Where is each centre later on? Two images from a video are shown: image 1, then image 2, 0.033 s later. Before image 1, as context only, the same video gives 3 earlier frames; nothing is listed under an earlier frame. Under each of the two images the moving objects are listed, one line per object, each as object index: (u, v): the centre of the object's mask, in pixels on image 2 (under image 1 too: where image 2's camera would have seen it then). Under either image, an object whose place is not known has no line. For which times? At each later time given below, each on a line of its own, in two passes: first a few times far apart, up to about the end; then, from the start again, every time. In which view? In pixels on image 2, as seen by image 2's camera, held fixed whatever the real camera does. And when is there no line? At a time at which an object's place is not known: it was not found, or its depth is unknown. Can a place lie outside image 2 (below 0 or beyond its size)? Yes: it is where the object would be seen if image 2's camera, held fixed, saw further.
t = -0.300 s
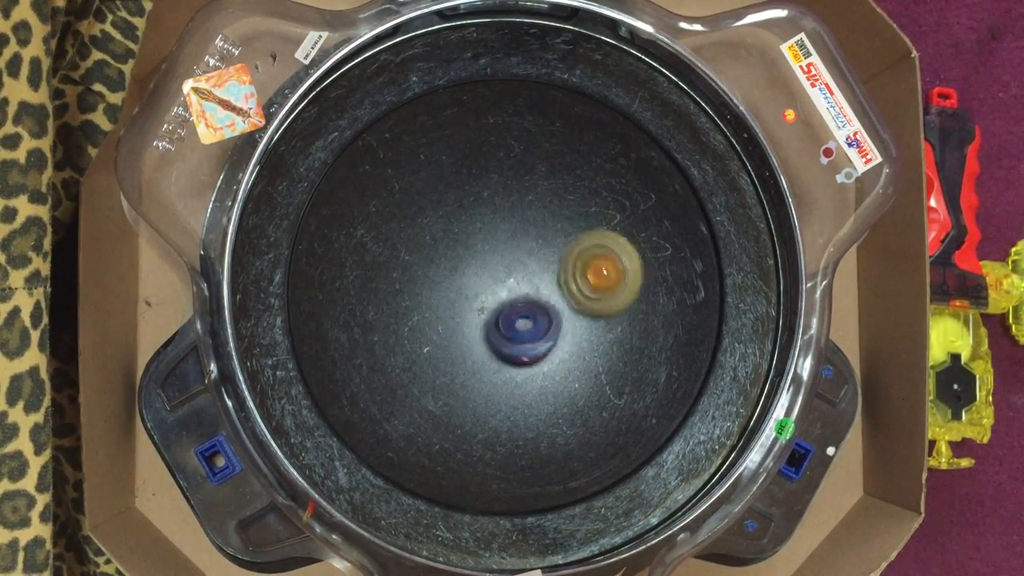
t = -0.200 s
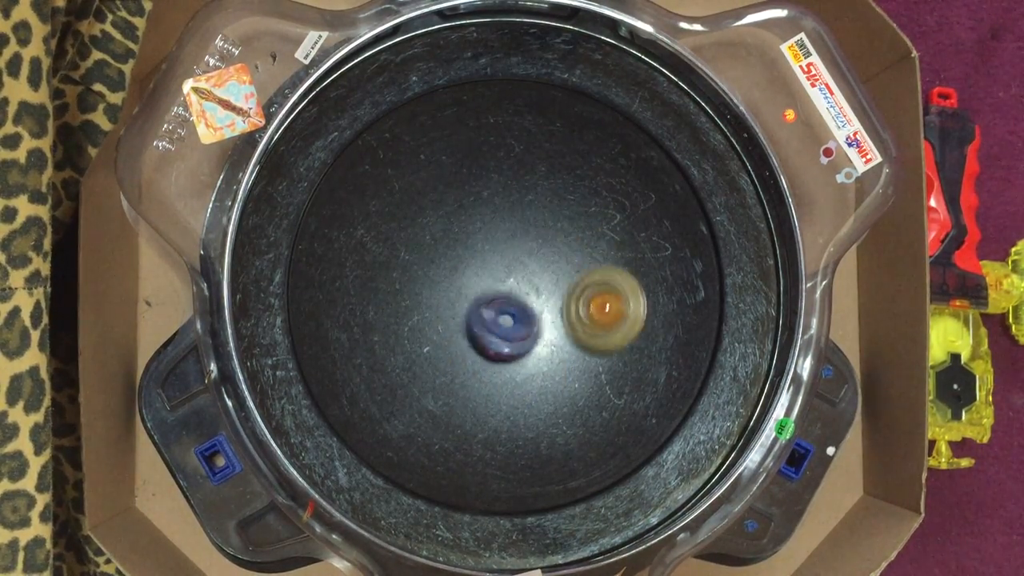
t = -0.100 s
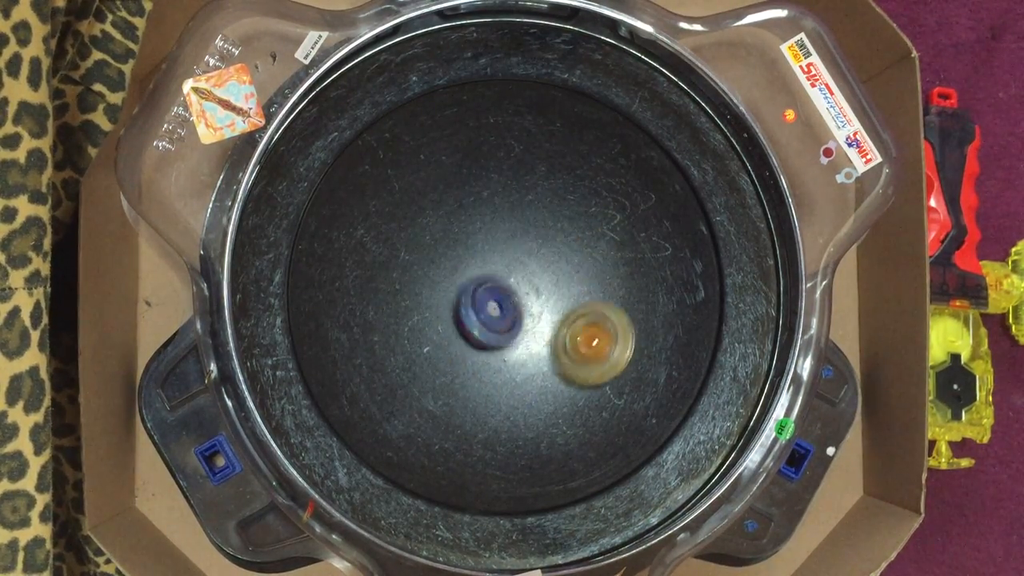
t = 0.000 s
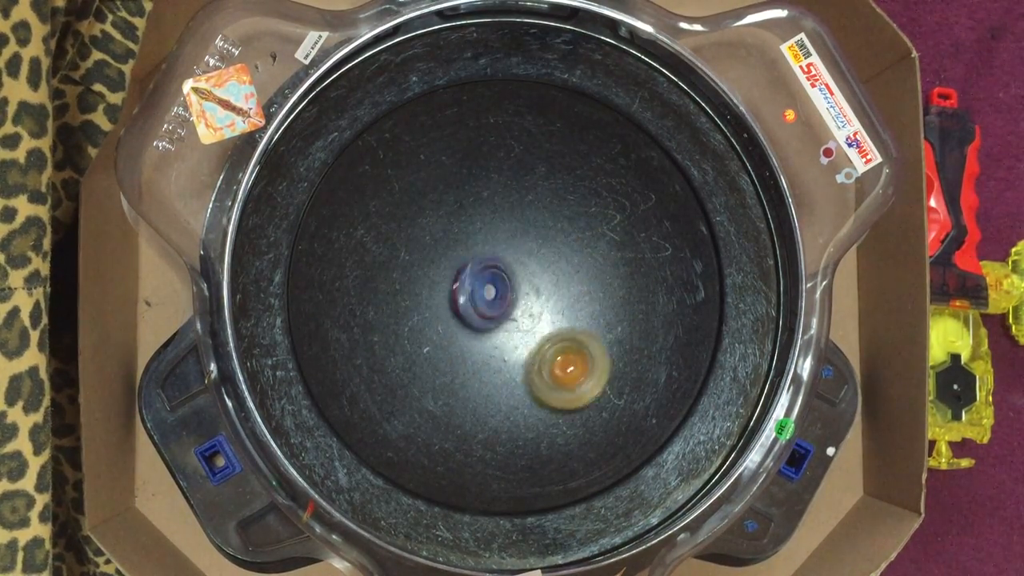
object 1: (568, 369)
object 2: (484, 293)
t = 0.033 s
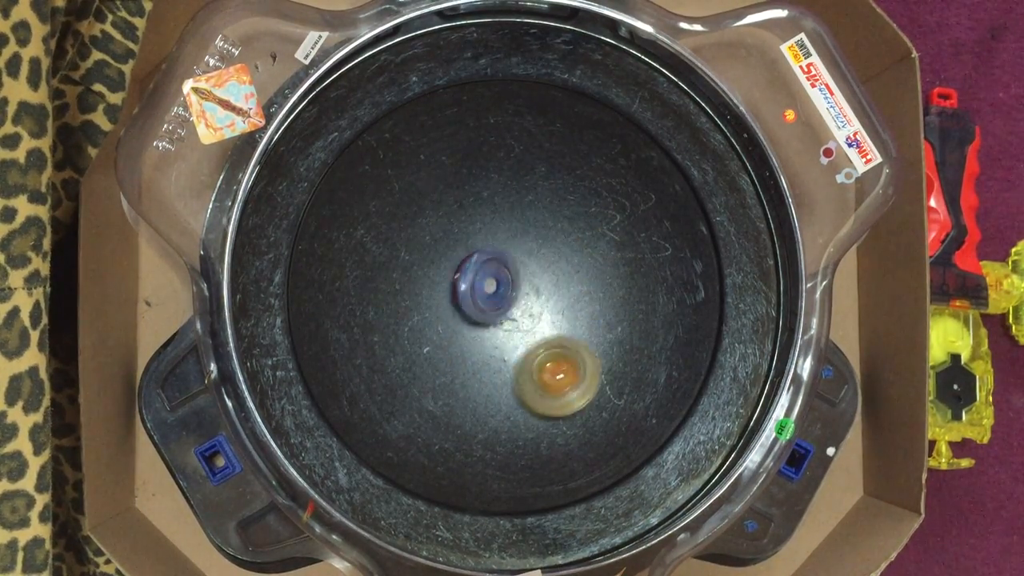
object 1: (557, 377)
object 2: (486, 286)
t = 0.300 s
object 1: (462, 379)
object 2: (522, 265)
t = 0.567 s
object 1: (414, 300)
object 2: (537, 306)
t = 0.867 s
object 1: (465, 212)
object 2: (489, 313)
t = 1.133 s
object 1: (556, 214)
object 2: (487, 275)
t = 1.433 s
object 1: (605, 310)
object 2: (522, 291)
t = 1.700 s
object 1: (543, 384)
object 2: (504, 318)
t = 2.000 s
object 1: (436, 352)
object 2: (487, 283)
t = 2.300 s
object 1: (431, 244)
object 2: (524, 275)
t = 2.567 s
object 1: (515, 204)
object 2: (523, 312)
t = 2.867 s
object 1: (591, 275)
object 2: (484, 304)
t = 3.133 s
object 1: (556, 363)
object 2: (494, 269)
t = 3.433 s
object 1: (456, 360)
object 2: (531, 286)
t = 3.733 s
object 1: (431, 263)
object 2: (506, 319)
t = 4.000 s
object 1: (504, 212)
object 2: (480, 295)
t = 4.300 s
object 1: (581, 269)
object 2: (491, 270)
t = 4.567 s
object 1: (541, 346)
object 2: (500, 287)
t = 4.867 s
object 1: (465, 324)
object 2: (510, 262)
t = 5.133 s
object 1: (464, 257)
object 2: (548, 277)
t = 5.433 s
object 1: (512, 272)
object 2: (559, 348)
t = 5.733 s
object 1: (496, 276)
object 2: (564, 420)
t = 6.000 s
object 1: (472, 261)
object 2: (545, 377)
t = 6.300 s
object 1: (486, 280)
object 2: (553, 316)
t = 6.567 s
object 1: (470, 266)
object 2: (562, 336)
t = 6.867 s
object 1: (480, 266)
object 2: (532, 312)
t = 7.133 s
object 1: (496, 264)
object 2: (515, 343)
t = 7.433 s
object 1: (536, 266)
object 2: (514, 332)
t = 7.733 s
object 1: (536, 266)
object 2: (514, 331)
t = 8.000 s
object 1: (538, 268)
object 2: (514, 331)
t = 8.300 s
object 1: (538, 268)
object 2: (514, 331)
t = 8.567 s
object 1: (538, 268)
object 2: (514, 330)
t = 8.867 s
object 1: (538, 268)
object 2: (514, 331)
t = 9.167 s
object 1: (538, 268)
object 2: (514, 331)
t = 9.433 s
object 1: (538, 268)
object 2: (514, 331)
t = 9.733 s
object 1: (538, 268)
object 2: (514, 331)
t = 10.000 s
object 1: (538, 268)
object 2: (514, 331)
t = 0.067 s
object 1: (547, 382)
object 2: (488, 280)
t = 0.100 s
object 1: (535, 386)
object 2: (491, 275)
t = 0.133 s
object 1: (522, 388)
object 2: (494, 271)
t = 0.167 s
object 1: (510, 390)
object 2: (499, 267)
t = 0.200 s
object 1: (499, 390)
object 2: (504, 265)
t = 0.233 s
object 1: (486, 387)
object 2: (509, 264)
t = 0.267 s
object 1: (474, 383)
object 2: (516, 263)
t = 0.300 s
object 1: (462, 379)
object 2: (522, 265)
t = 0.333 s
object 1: (452, 373)
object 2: (528, 268)
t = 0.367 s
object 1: (444, 365)
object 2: (533, 272)
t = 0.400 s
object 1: (434, 355)
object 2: (536, 277)
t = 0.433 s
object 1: (427, 346)
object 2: (539, 282)
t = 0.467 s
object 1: (422, 336)
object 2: (540, 287)
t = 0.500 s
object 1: (418, 324)
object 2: (540, 294)
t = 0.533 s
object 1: (415, 312)
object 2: (539, 299)
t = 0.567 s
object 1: (414, 300)
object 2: (537, 306)
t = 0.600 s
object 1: (416, 288)
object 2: (533, 311)
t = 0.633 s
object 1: (417, 275)
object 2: (528, 315)
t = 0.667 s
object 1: (419, 264)
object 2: (523, 318)
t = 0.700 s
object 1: (424, 254)
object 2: (517, 321)
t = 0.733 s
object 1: (430, 244)
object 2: (511, 322)
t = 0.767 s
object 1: (437, 233)
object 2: (505, 321)
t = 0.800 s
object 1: (445, 225)
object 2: (499, 319)
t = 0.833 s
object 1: (454, 219)
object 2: (494, 317)
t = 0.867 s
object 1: (465, 212)
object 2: (489, 313)
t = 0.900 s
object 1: (474, 206)
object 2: (486, 308)
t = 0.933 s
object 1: (485, 204)
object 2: (483, 303)
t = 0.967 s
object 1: (498, 202)
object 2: (482, 297)
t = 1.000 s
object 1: (509, 201)
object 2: (482, 292)
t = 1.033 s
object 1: (520, 203)
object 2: (483, 286)
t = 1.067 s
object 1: (531, 207)
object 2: (485, 280)
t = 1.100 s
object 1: (544, 211)
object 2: (487, 276)
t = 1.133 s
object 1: (556, 214)
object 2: (487, 275)
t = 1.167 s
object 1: (567, 221)
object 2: (487, 275)
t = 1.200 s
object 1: (578, 229)
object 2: (490, 275)
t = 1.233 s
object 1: (587, 238)
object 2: (493, 274)
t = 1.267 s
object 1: (592, 249)
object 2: (499, 274)
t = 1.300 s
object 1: (598, 260)
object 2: (504, 275)
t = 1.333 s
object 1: (603, 272)
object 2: (510, 279)
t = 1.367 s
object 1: (605, 285)
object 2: (515, 281)
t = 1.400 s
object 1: (605, 297)
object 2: (519, 286)
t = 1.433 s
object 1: (605, 310)
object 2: (522, 291)
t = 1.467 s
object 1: (602, 321)
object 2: (524, 296)
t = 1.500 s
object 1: (597, 333)
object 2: (526, 301)
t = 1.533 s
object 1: (592, 345)
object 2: (524, 306)
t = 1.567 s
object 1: (586, 355)
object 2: (520, 310)
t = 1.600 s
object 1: (577, 365)
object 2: (517, 313)
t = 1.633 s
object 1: (567, 373)
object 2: (514, 316)
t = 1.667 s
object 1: (557, 379)
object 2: (509, 318)
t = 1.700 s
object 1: (543, 384)
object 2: (504, 318)
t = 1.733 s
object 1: (531, 387)
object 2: (499, 317)
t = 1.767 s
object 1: (519, 388)
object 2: (495, 314)
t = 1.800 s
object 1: (504, 389)
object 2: (491, 311)
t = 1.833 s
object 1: (491, 388)
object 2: (489, 305)
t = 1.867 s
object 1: (480, 383)
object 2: (487, 301)
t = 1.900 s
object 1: (467, 378)
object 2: (485, 298)
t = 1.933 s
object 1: (456, 372)
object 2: (483, 294)
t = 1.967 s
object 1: (446, 363)
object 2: (484, 289)
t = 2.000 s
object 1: (436, 352)
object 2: (487, 283)
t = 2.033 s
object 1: (429, 342)
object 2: (489, 279)
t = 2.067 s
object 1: (424, 330)
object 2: (491, 276)
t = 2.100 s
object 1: (420, 318)
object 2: (495, 273)
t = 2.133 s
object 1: (417, 305)
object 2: (500, 269)
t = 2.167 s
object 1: (417, 291)
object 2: (506, 269)
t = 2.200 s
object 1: (418, 279)
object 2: (510, 270)
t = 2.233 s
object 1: (421, 267)
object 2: (515, 271)
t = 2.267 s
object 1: (425, 254)
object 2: (519, 272)
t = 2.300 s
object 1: (431, 244)
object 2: (524, 275)
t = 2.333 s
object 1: (438, 235)
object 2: (527, 278)
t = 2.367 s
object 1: (446, 225)
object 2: (529, 284)
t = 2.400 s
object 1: (456, 218)
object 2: (531, 288)
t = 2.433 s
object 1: (467, 212)
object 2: (532, 294)
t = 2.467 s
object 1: (478, 207)
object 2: (531, 299)
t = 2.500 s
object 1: (491, 205)
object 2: (529, 304)
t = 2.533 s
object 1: (503, 203)
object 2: (527, 307)
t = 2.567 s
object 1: (515, 204)
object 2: (523, 312)
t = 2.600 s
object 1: (527, 207)
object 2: (519, 314)
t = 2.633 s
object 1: (539, 209)
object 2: (515, 317)
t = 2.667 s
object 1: (550, 216)
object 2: (510, 318)
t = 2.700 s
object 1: (560, 222)
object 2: (505, 318)
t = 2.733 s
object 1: (568, 230)
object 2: (499, 317)
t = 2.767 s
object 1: (576, 241)
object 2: (495, 316)
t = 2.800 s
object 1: (584, 252)
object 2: (491, 311)
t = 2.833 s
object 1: (589, 262)
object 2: (488, 309)
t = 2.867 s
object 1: (591, 275)
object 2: (484, 304)
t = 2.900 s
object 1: (593, 290)
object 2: (483, 300)
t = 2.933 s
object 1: (592, 300)
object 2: (482, 295)
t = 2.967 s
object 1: (591, 313)
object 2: (483, 291)
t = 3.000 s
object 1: (588, 324)
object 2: (484, 286)
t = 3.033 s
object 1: (581, 335)
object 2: (485, 283)
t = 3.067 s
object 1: (575, 346)
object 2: (487, 276)
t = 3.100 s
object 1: (566, 355)
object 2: (491, 274)
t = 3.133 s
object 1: (556, 363)
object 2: (494, 269)
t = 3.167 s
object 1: (546, 370)
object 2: (501, 266)
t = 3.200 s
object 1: (535, 374)
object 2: (504, 265)
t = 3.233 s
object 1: (522, 378)
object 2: (509, 267)
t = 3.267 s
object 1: (512, 378)
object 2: (513, 267)
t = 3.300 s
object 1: (500, 378)
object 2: (519, 273)
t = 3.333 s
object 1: (489, 376)
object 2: (522, 273)
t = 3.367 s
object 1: (477, 372)
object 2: (527, 278)
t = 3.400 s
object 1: (466, 367)
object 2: (528, 282)
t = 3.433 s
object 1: (456, 360)
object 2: (531, 286)
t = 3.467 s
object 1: (446, 352)
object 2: (531, 292)
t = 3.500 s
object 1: (440, 343)
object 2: (531, 297)
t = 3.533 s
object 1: (434, 332)
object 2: (530, 303)
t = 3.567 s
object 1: (429, 320)
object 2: (527, 307)
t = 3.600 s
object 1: (426, 309)
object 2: (524, 310)
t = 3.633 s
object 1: (425, 297)
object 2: (520, 314)
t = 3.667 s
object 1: (425, 286)
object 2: (515, 317)
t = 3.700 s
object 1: (428, 274)
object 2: (512, 318)
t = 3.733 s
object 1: (431, 263)
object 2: (506, 319)
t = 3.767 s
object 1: (437, 253)
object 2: (502, 318)
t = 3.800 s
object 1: (444, 243)
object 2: (497, 317)
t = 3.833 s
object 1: (451, 235)
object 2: (493, 314)
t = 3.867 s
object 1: (460, 227)
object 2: (488, 312)
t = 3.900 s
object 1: (470, 220)
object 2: (485, 307)
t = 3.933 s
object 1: (481, 217)
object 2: (483, 304)
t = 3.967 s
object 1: (492, 213)
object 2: (482, 299)
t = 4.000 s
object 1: (504, 212)
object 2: (480, 295)
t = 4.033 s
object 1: (516, 211)
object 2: (478, 291)
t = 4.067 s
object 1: (526, 213)
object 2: (480, 287)
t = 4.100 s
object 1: (537, 218)
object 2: (479, 282)
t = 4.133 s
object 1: (548, 222)
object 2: (482, 278)
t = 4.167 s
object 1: (556, 230)
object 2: (484, 272)
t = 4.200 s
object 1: (565, 237)
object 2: (489, 270)
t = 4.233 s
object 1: (572, 247)
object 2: (490, 268)
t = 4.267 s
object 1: (578, 257)
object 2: (490, 269)
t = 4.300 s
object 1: (581, 269)
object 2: (491, 270)
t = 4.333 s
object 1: (581, 281)
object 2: (492, 270)
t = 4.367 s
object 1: (580, 292)
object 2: (493, 272)
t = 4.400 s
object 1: (577, 303)
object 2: (494, 272)
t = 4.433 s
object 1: (574, 313)
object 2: (498, 274)
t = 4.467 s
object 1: (566, 324)
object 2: (499, 279)
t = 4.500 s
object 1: (559, 332)
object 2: (500, 281)
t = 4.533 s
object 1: (550, 340)
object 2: (501, 283)
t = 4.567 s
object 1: (541, 346)
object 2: (500, 287)
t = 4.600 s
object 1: (532, 351)
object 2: (501, 286)
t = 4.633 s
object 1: (522, 353)
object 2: (501, 284)
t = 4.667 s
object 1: (512, 355)
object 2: (503, 285)
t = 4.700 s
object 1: (502, 353)
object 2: (503, 282)
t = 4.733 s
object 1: (493, 351)
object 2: (503, 281)
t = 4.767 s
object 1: (484, 347)
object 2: (503, 275)
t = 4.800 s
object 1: (477, 341)
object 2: (506, 269)
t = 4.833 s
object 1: (471, 333)
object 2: (507, 266)
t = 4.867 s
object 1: (465, 324)
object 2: (510, 262)
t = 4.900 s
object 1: (462, 315)
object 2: (515, 262)
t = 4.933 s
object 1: (458, 305)
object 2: (522, 260)
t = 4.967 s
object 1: (453, 294)
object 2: (531, 260)
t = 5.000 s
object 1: (450, 283)
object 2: (538, 262)
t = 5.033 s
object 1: (452, 274)
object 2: (542, 264)
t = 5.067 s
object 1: (456, 268)
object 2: (543, 267)
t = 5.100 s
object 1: (463, 262)
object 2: (545, 272)
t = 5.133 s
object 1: (464, 257)
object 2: (548, 277)
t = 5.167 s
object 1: (465, 251)
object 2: (557, 287)
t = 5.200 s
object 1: (468, 248)
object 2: (562, 296)
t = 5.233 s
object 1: (474, 245)
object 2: (566, 305)
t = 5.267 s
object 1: (483, 246)
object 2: (567, 314)
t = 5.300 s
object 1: (491, 249)
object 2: (567, 322)
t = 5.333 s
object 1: (498, 254)
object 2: (566, 328)
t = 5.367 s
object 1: (504, 258)
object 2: (563, 337)
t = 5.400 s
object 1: (508, 265)
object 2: (561, 343)
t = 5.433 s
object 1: (512, 272)
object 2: (559, 348)
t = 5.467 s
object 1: (515, 280)
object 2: (556, 353)
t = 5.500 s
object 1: (516, 289)
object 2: (553, 358)
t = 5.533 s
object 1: (515, 285)
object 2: (552, 372)
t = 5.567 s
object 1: (513, 281)
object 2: (551, 391)
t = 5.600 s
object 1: (511, 276)
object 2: (550, 402)
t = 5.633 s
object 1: (509, 273)
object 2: (553, 410)
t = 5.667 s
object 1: (507, 273)
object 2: (557, 417)
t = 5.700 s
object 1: (503, 274)
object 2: (561, 420)
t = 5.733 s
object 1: (496, 276)
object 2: (564, 420)
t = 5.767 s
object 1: (489, 274)
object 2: (565, 419)
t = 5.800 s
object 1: (484, 272)
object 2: (565, 417)
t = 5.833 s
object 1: (478, 269)
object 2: (563, 414)
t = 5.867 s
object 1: (474, 266)
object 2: (559, 411)
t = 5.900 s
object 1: (473, 264)
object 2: (555, 407)
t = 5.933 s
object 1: (472, 262)
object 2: (551, 400)
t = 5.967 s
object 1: (472, 262)
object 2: (546, 389)
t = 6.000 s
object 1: (472, 261)
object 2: (545, 377)
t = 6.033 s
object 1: (473, 262)
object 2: (544, 365)
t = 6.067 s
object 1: (473, 263)
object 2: (548, 353)
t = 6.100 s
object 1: (474, 262)
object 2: (553, 341)
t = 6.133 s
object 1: (476, 263)
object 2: (556, 332)
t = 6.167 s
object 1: (477, 265)
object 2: (558, 325)
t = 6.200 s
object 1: (481, 266)
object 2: (560, 320)
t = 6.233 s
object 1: (482, 271)
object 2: (559, 317)
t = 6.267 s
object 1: (484, 276)
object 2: (556, 316)
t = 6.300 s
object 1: (486, 280)
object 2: (553, 316)
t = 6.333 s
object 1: (478, 273)
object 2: (551, 327)
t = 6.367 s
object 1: (476, 265)
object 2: (550, 338)
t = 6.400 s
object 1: (474, 262)
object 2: (552, 346)
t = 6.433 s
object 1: (474, 262)
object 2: (556, 348)
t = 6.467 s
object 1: (474, 263)
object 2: (558, 346)
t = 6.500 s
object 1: (472, 264)
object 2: (560, 343)
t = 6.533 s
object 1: (470, 265)
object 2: (561, 340)
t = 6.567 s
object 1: (470, 266)
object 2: (562, 336)
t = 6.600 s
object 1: (470, 268)
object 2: (561, 330)
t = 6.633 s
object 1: (469, 271)
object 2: (559, 325)
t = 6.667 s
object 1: (469, 270)
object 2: (556, 320)
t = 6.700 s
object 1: (472, 269)
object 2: (551, 315)
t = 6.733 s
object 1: (474, 269)
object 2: (547, 312)
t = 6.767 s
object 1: (471, 266)
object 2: (544, 311)
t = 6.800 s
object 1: (473, 263)
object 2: (541, 310)
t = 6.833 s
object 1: (477, 263)
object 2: (536, 310)
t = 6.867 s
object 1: (480, 266)
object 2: (532, 312)
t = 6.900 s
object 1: (480, 271)
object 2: (526, 317)
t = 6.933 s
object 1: (479, 267)
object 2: (520, 325)
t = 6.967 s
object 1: (482, 264)
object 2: (516, 332)
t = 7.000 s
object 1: (485, 262)
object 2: (514, 337)
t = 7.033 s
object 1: (488, 263)
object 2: (514, 340)
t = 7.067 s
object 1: (491, 263)
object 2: (515, 343)
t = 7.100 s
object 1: (494, 263)
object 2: (515, 344)
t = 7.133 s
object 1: (496, 264)
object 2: (515, 343)
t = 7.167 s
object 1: (499, 266)
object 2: (515, 342)
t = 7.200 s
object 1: (503, 267)
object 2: (514, 339)
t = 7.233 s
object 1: (508, 267)
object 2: (514, 337)
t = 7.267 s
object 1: (515, 266)
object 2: (513, 337)
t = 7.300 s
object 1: (520, 265)
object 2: (514, 336)
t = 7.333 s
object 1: (525, 264)
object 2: (513, 335)
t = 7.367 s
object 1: (529, 264)
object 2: (514, 334)
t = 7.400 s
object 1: (533, 264)
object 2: (514, 333)
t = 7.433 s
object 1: (536, 266)
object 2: (514, 332)
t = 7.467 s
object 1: (540, 269)
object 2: (514, 331)
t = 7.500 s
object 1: (542, 269)
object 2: (514, 332)
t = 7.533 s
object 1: (543, 270)
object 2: (514, 332)
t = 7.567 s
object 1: (543, 269)
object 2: (514, 332)
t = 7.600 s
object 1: (541, 269)
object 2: (514, 331)
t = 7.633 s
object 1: (538, 268)
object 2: (514, 331)
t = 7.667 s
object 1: (537, 267)
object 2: (514, 331)
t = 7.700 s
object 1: (536, 266)
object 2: (514, 331)
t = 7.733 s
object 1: (536, 266)
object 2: (514, 331)
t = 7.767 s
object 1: (537, 267)
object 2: (514, 331)
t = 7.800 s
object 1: (539, 268)
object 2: (514, 331)
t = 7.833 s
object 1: (538, 268)
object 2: (514, 331)
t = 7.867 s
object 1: (538, 268)
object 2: (514, 331)
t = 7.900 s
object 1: (538, 268)
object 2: (514, 331)
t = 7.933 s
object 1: (538, 268)
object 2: (514, 331)
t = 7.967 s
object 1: (538, 268)
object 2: (514, 331)
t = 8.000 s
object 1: (538, 268)
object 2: (514, 331)
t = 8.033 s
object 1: (538, 268)
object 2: (514, 331)
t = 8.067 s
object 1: (538, 268)
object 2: (514, 331)
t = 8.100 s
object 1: (538, 268)
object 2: (514, 330)
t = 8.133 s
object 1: (538, 268)
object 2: (514, 331)
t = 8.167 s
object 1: (538, 268)
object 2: (514, 330)
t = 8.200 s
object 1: (538, 268)
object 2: (514, 330)
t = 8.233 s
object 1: (538, 268)
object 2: (514, 331)
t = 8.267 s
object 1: (538, 268)
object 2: (514, 330)
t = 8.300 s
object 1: (538, 268)
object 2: (514, 331)
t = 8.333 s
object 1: (538, 268)
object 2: (514, 330)
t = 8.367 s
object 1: (538, 268)
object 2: (514, 331)
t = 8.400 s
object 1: (538, 268)
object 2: (514, 331)
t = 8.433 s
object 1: (538, 268)
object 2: (514, 330)
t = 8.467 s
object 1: (538, 268)
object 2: (514, 331)
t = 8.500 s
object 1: (538, 268)
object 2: (514, 330)
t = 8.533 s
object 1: (538, 268)
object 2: (514, 331)
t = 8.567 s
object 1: (538, 268)
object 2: (514, 330)
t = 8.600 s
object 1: (538, 268)
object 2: (514, 331)
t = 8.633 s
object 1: (538, 268)
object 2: (514, 331)
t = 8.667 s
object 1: (538, 268)
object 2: (514, 331)
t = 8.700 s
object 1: (538, 268)
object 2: (514, 331)
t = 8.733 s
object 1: (538, 268)
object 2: (514, 330)
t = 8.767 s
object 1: (538, 268)
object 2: (514, 331)
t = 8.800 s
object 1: (538, 268)
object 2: (514, 331)
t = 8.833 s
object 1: (538, 268)
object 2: (514, 330)
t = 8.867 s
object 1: (538, 268)
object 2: (514, 331)
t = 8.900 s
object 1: (538, 268)
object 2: (514, 330)
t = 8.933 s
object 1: (538, 268)
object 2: (514, 331)
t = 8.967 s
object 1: (538, 268)
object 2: (514, 331)
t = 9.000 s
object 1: (538, 268)
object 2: (514, 330)
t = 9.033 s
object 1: (538, 268)
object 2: (514, 331)
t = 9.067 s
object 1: (538, 268)
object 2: (514, 331)
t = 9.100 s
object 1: (538, 268)
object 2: (514, 331)
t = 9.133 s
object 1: (538, 268)
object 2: (514, 331)
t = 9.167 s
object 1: (538, 268)
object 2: (514, 331)
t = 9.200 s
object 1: (538, 268)
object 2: (514, 331)
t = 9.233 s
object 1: (538, 268)
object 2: (514, 331)
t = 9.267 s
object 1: (538, 268)
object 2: (514, 331)
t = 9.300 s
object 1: (538, 268)
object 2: (514, 331)
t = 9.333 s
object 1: (538, 268)
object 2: (514, 331)
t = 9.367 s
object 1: (538, 268)
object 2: (514, 331)
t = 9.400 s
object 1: (538, 268)
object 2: (514, 331)
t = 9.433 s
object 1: (538, 268)
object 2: (514, 331)
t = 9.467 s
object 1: (538, 268)
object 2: (514, 331)
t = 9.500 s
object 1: (538, 268)
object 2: (514, 331)
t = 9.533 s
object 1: (538, 268)
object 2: (514, 331)
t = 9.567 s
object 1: (538, 268)
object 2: (514, 331)
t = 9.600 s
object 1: (538, 268)
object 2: (514, 331)
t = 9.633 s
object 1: (538, 268)
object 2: (514, 331)
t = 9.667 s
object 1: (538, 268)
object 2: (514, 331)
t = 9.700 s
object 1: (538, 268)
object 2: (514, 331)
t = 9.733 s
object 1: (538, 268)
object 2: (514, 331)
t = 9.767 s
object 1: (538, 268)
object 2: (514, 331)
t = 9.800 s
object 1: (538, 268)
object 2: (514, 331)
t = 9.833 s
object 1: (538, 268)
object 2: (514, 331)
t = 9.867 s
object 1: (538, 268)
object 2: (514, 331)
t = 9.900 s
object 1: (538, 268)
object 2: (514, 331)
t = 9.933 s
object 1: (538, 268)
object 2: (514, 331)
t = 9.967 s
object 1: (538, 268)
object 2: (514, 331)
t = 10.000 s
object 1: (538, 268)
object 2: (514, 331)
